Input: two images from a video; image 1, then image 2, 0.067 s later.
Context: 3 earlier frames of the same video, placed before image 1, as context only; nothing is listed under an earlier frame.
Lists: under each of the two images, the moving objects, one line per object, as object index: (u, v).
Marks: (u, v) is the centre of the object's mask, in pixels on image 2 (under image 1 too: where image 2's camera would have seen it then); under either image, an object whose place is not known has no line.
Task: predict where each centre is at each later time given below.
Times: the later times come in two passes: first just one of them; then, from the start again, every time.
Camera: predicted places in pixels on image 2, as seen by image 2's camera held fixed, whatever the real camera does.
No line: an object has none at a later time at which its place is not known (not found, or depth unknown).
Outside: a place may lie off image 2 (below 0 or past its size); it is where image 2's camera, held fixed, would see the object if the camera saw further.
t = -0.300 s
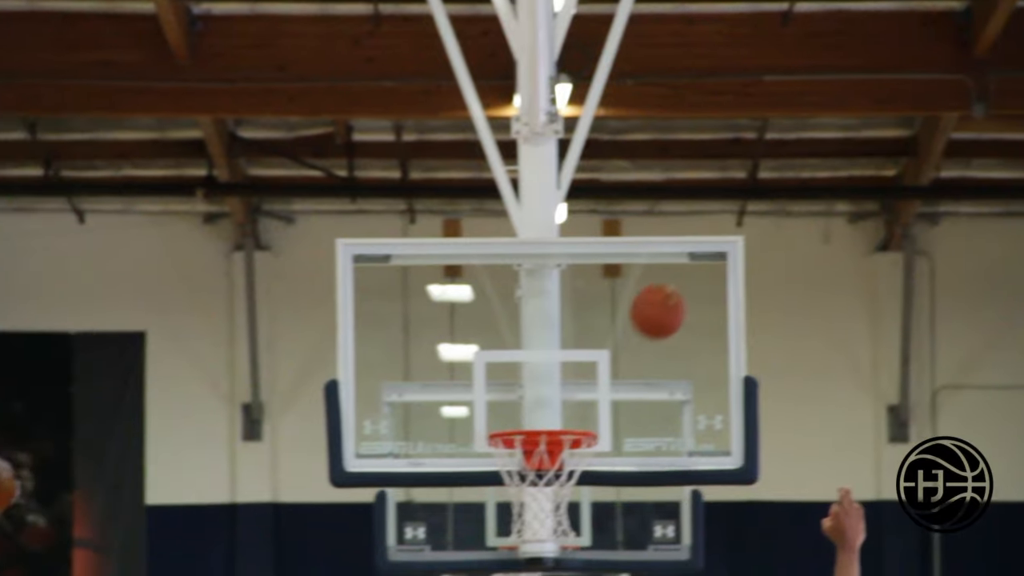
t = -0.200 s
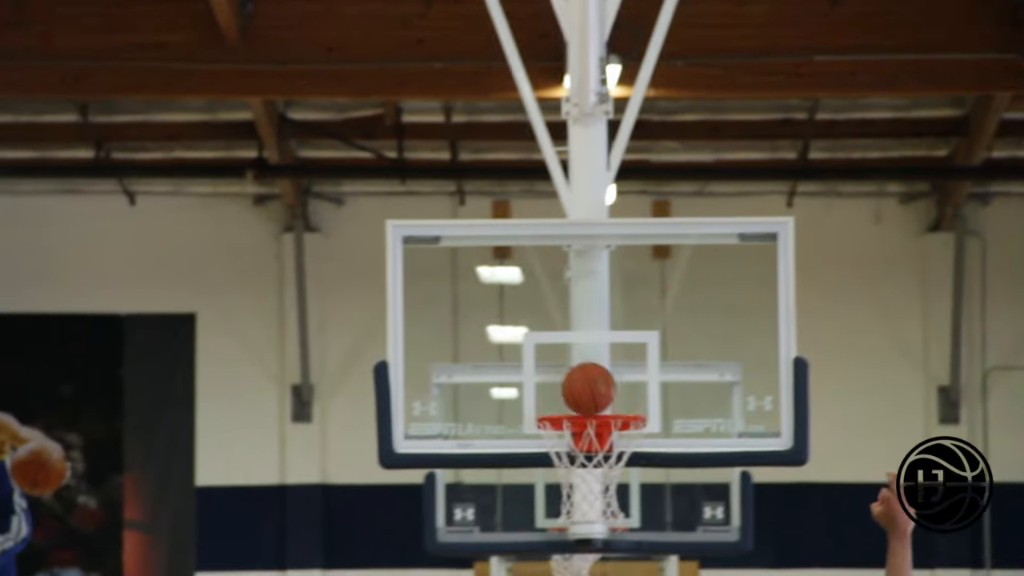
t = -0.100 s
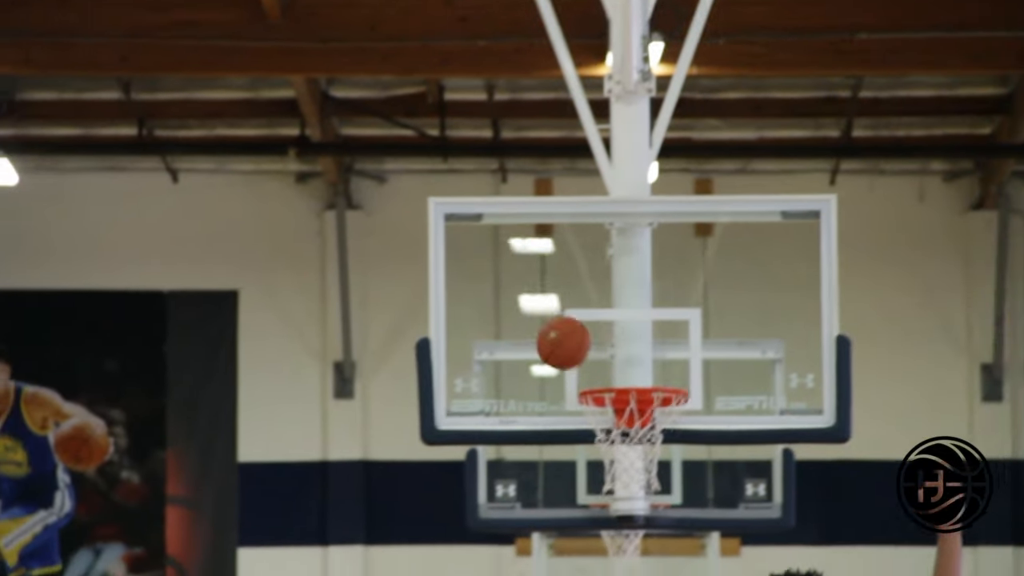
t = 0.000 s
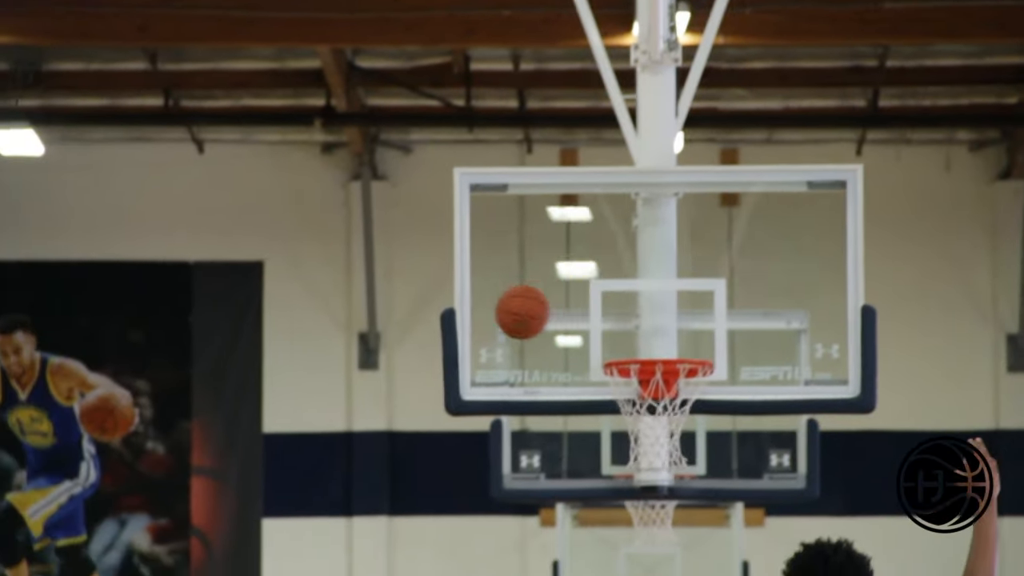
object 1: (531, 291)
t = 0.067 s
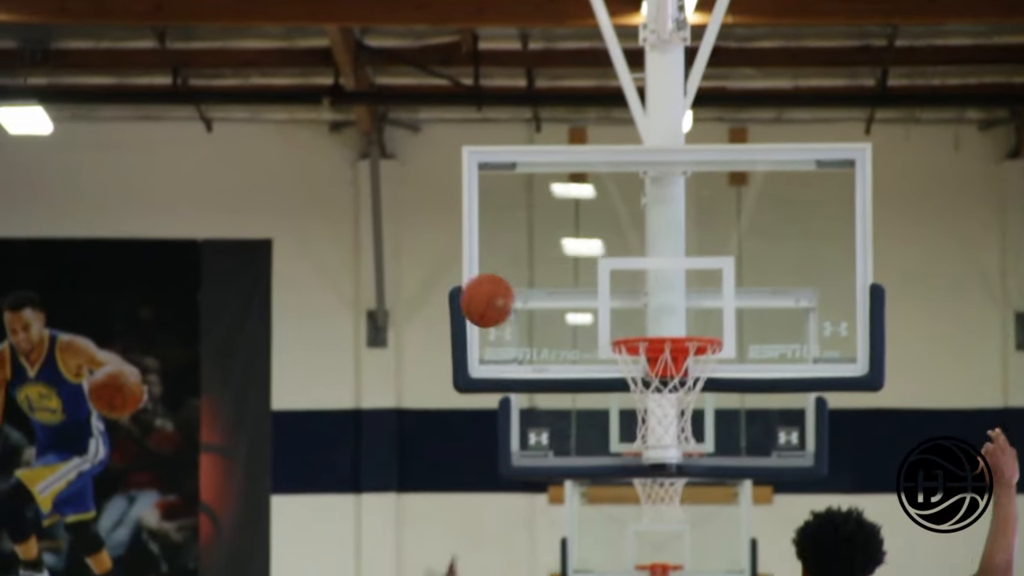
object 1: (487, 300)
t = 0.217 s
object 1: (387, 359)
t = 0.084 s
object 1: (476, 305)
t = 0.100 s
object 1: (465, 310)
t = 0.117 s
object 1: (454, 315)
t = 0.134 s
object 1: (443, 321)
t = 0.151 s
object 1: (432, 327)
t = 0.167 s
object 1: (421, 335)
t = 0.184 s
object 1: (410, 342)
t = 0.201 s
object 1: (399, 350)
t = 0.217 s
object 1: (387, 359)
